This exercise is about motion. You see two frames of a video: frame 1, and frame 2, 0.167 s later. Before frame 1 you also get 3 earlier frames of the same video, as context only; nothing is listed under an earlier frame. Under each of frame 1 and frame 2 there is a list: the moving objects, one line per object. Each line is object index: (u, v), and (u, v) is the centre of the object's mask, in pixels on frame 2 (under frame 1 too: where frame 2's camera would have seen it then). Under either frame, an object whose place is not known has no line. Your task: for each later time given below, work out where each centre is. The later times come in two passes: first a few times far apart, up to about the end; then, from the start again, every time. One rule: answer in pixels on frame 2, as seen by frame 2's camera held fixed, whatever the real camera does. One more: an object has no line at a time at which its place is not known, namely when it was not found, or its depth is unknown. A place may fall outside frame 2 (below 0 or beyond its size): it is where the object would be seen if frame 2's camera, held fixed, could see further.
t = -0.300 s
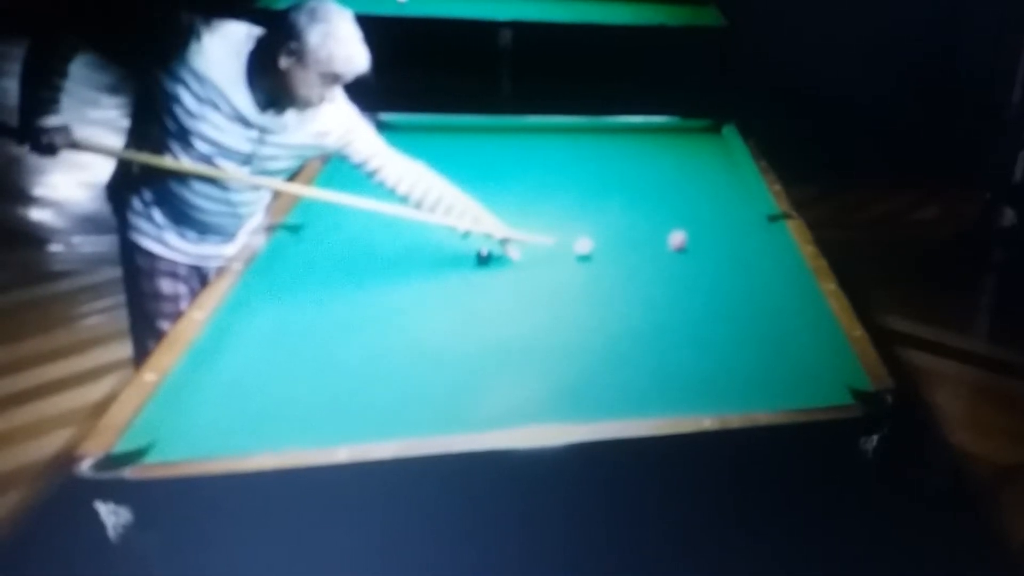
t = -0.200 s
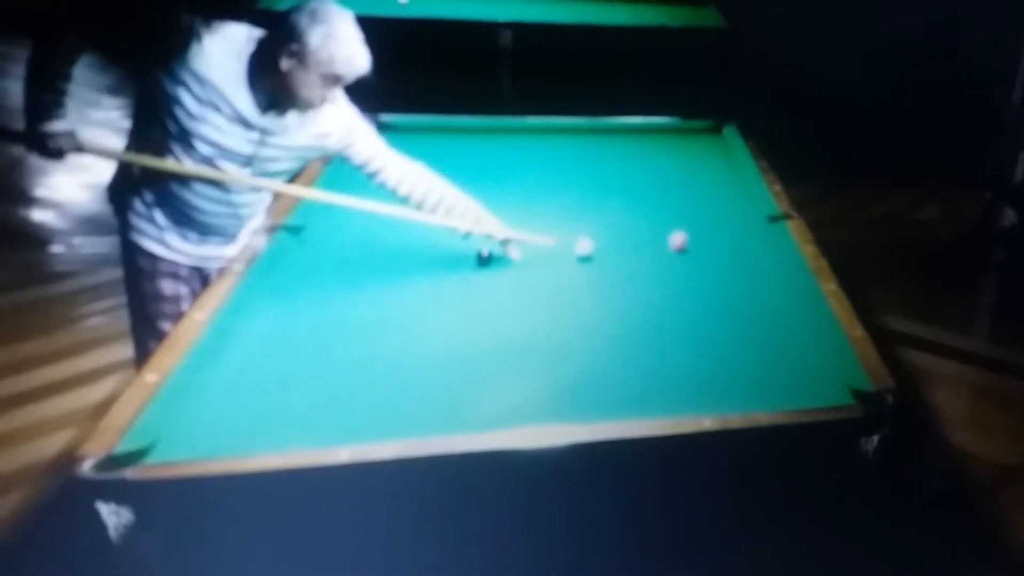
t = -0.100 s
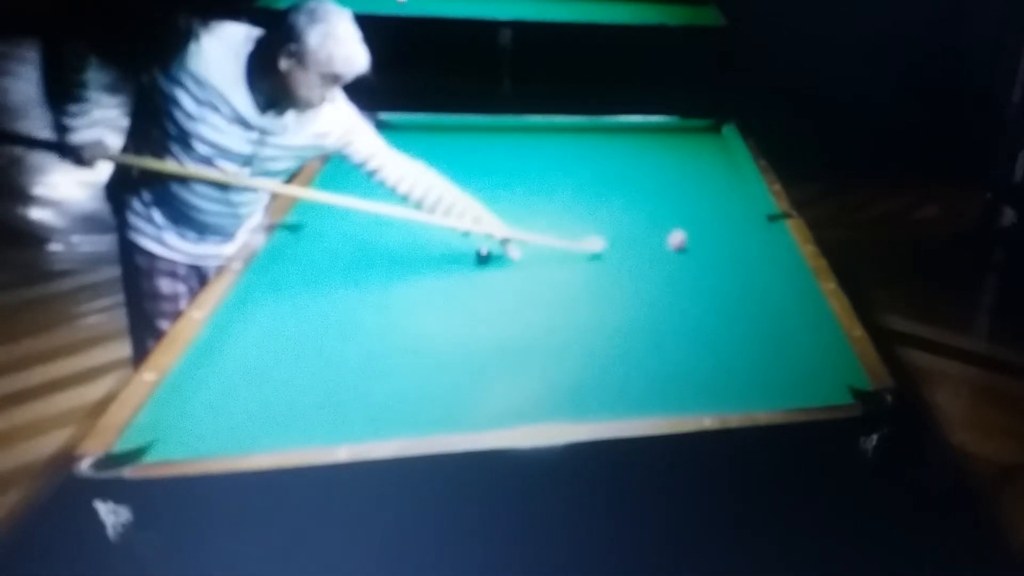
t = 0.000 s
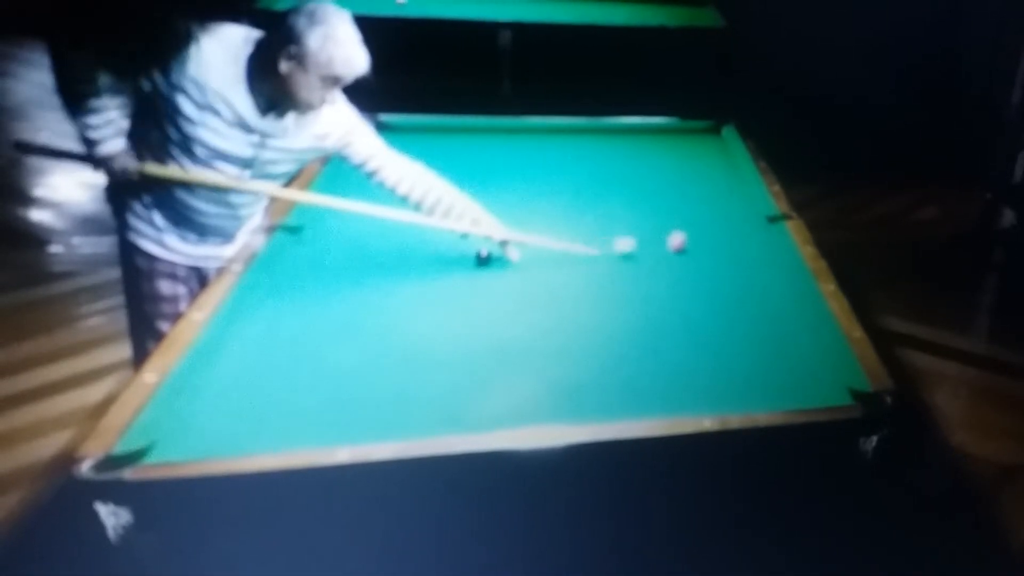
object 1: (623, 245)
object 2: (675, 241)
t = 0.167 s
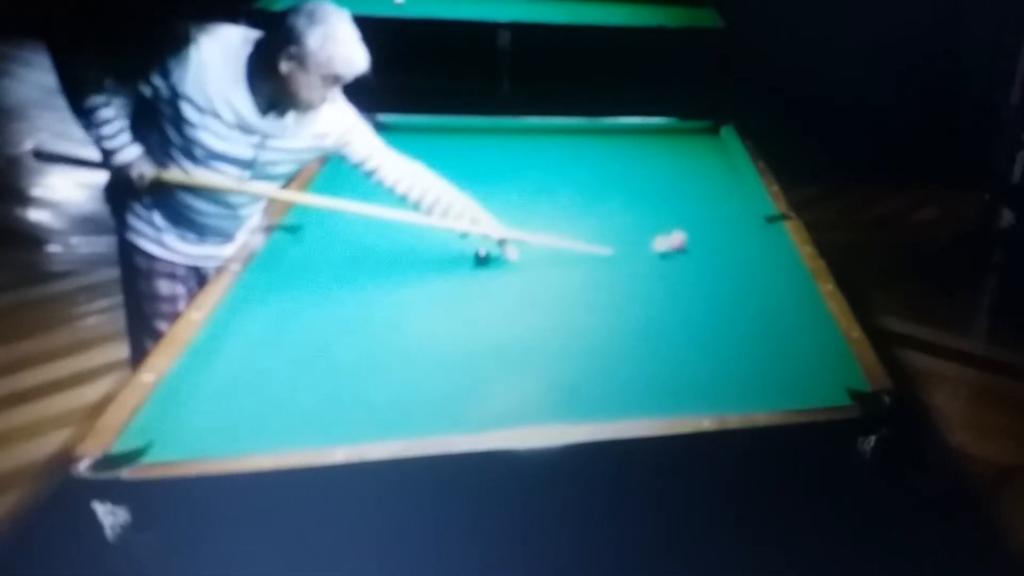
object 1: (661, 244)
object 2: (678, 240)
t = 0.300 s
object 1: (675, 246)
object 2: (692, 237)
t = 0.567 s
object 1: (704, 251)
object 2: (716, 232)
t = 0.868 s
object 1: (733, 257)
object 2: (741, 227)
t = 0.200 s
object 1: (664, 245)
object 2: (681, 239)
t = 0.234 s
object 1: (668, 245)
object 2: (686, 238)
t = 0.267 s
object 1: (672, 246)
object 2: (689, 238)
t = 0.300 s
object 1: (675, 246)
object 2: (692, 237)
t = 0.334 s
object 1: (679, 247)
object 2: (696, 236)
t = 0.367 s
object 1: (683, 247)
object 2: (699, 235)
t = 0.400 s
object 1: (687, 248)
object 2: (702, 234)
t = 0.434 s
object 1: (690, 249)
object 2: (705, 233)
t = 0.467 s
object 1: (693, 249)
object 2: (708, 233)
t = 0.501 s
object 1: (697, 250)
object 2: (711, 233)
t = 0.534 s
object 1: (701, 250)
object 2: (714, 232)
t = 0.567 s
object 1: (704, 251)
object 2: (716, 232)
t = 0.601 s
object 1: (707, 252)
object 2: (719, 231)
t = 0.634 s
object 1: (710, 252)
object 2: (722, 230)
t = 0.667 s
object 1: (714, 253)
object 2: (725, 230)
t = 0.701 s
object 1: (717, 253)
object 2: (728, 229)
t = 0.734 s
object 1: (720, 254)
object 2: (730, 229)
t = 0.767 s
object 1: (723, 255)
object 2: (733, 228)
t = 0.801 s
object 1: (726, 256)
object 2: (735, 228)
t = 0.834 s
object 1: (730, 257)
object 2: (738, 227)
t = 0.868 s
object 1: (733, 257)
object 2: (741, 227)
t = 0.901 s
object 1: (736, 257)
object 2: (743, 226)
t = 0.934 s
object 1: (738, 258)
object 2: (745, 225)
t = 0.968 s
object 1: (742, 259)
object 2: (748, 225)
